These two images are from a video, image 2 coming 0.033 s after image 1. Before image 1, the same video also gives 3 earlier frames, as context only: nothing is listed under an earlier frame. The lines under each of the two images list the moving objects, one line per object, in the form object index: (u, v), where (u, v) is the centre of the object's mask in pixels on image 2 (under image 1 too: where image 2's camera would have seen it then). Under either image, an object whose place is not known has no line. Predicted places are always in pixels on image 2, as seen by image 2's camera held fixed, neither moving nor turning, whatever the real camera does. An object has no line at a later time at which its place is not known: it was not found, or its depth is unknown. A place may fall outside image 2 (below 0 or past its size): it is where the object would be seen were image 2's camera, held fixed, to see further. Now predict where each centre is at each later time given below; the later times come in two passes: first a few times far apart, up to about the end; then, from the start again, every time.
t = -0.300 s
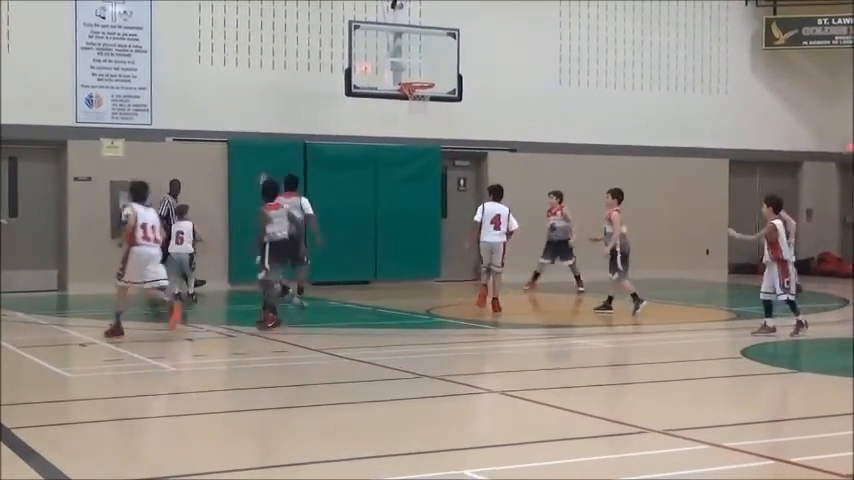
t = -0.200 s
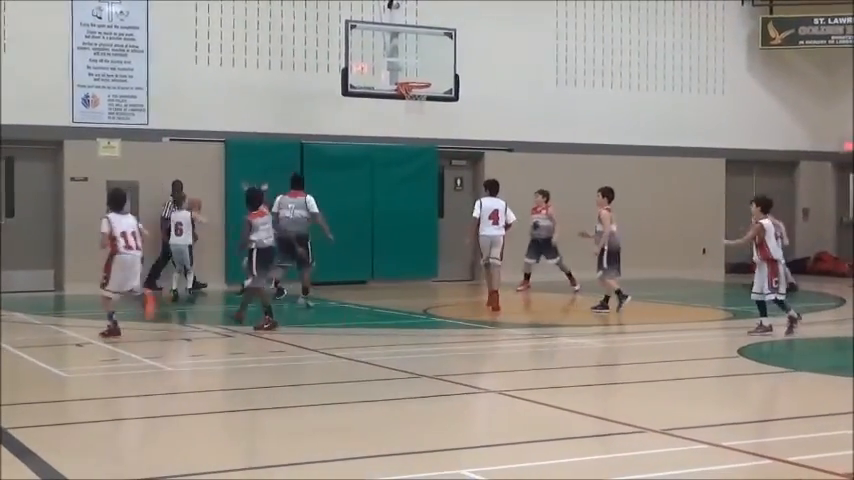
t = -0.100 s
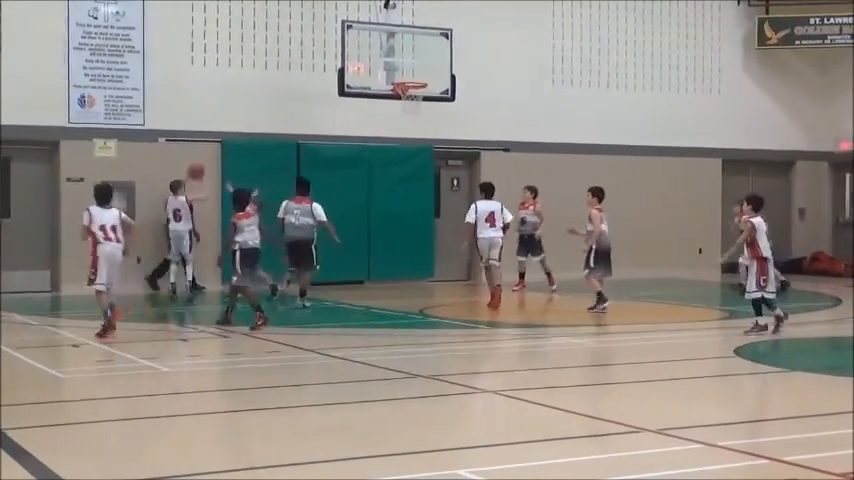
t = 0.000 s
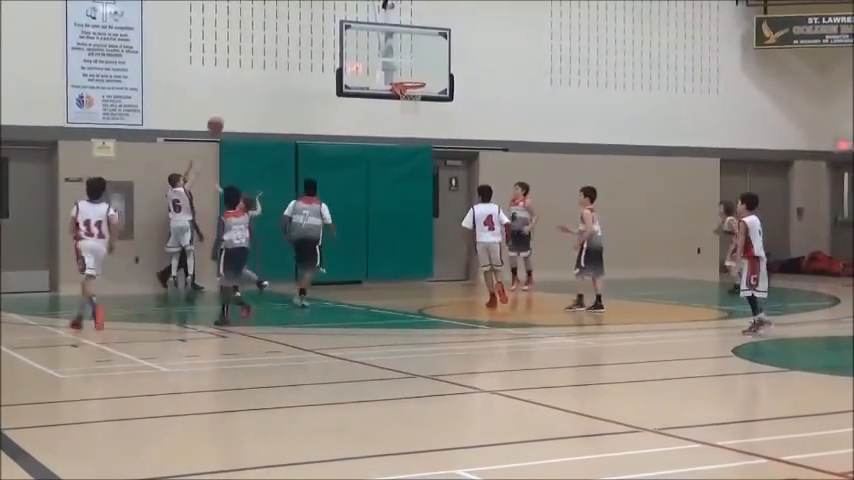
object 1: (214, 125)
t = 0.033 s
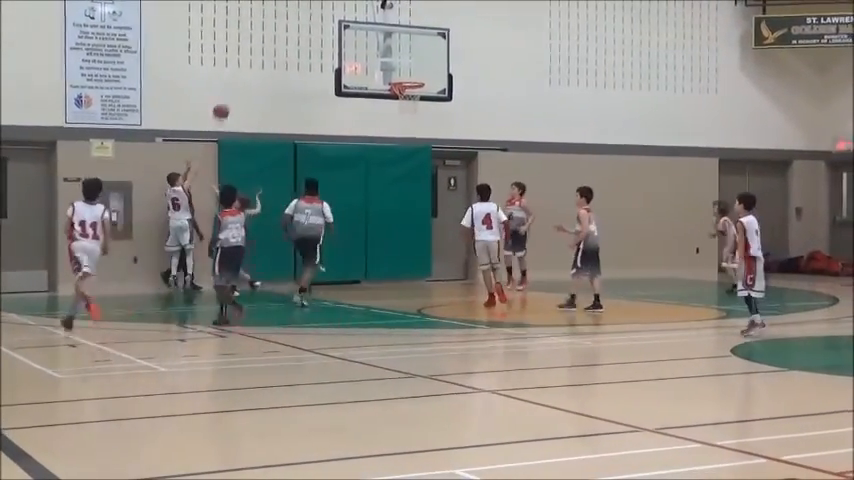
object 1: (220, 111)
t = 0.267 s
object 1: (270, 40)
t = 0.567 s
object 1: (329, 9)
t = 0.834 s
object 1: (378, 35)
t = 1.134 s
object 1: (419, 77)
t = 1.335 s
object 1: (424, 68)
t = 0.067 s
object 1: (228, 98)
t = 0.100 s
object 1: (235, 87)
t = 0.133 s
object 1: (242, 75)
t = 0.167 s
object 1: (250, 65)
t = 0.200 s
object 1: (257, 56)
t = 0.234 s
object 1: (263, 47)
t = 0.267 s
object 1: (270, 40)
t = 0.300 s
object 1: (277, 34)
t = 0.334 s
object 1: (284, 28)
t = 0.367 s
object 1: (291, 23)
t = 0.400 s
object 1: (297, 19)
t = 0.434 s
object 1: (304, 15)
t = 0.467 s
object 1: (310, 12)
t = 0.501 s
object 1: (317, 11)
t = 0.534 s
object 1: (323, 10)
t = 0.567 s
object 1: (329, 9)
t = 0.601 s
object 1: (335, 10)
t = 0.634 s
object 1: (342, 11)
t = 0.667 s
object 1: (348, 13)
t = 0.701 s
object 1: (354, 16)
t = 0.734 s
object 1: (361, 19)
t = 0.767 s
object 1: (366, 24)
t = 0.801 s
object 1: (372, 30)
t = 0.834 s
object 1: (378, 35)
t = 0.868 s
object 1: (384, 41)
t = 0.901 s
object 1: (390, 48)
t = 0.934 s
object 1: (396, 56)
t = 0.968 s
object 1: (402, 65)
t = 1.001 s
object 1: (407, 74)
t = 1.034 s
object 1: (411, 75)
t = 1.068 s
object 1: (413, 75)
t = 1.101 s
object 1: (416, 75)
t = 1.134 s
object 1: (419, 77)
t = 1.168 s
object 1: (420, 75)
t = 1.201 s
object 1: (421, 72)
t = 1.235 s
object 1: (422, 70)
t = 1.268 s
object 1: (423, 69)
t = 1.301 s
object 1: (424, 68)
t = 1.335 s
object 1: (424, 68)
